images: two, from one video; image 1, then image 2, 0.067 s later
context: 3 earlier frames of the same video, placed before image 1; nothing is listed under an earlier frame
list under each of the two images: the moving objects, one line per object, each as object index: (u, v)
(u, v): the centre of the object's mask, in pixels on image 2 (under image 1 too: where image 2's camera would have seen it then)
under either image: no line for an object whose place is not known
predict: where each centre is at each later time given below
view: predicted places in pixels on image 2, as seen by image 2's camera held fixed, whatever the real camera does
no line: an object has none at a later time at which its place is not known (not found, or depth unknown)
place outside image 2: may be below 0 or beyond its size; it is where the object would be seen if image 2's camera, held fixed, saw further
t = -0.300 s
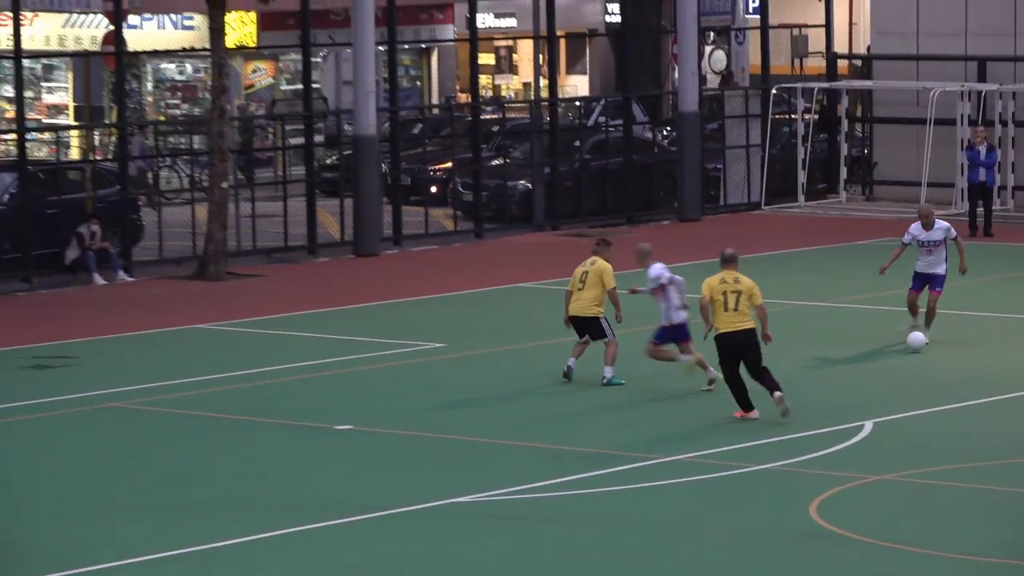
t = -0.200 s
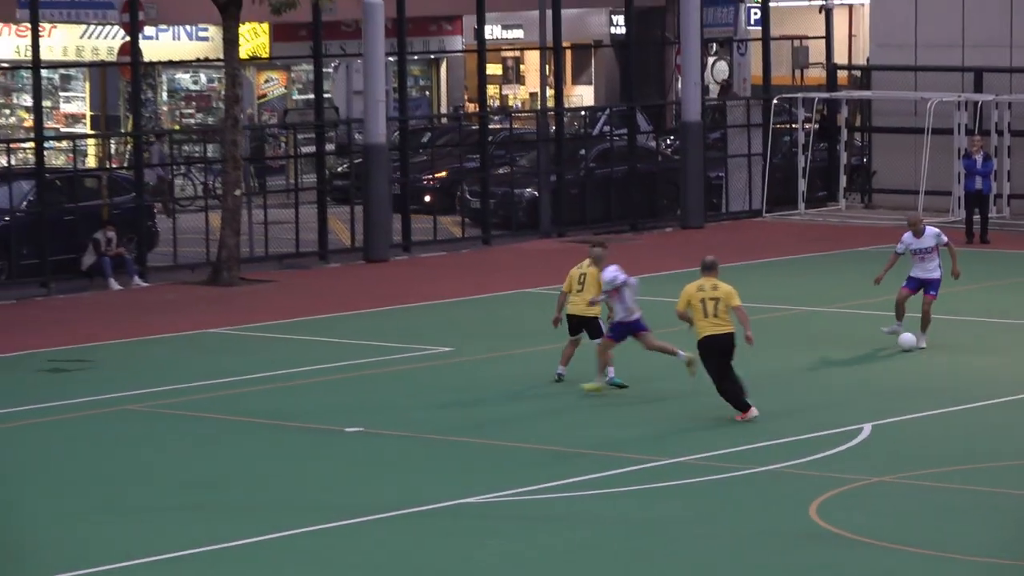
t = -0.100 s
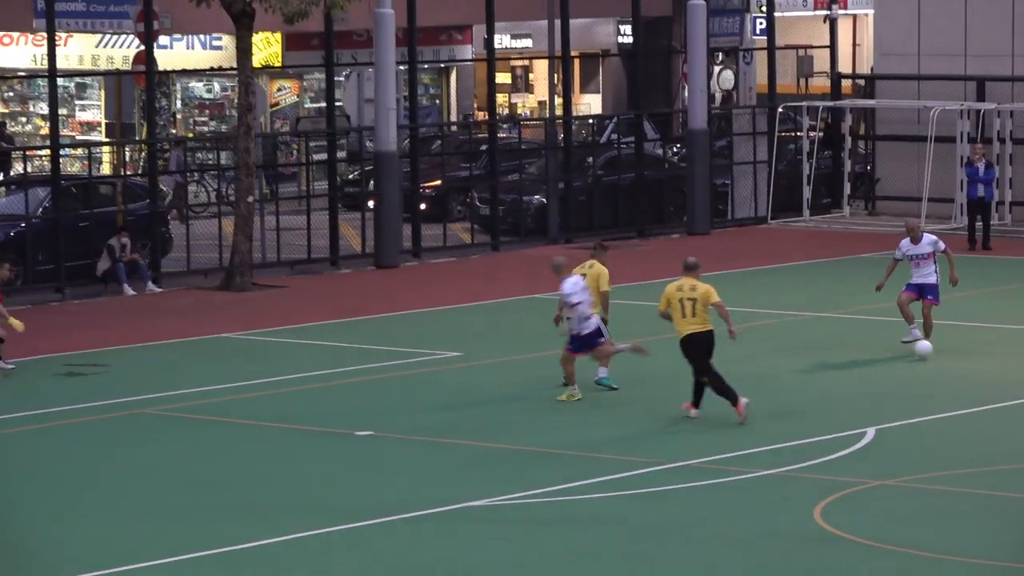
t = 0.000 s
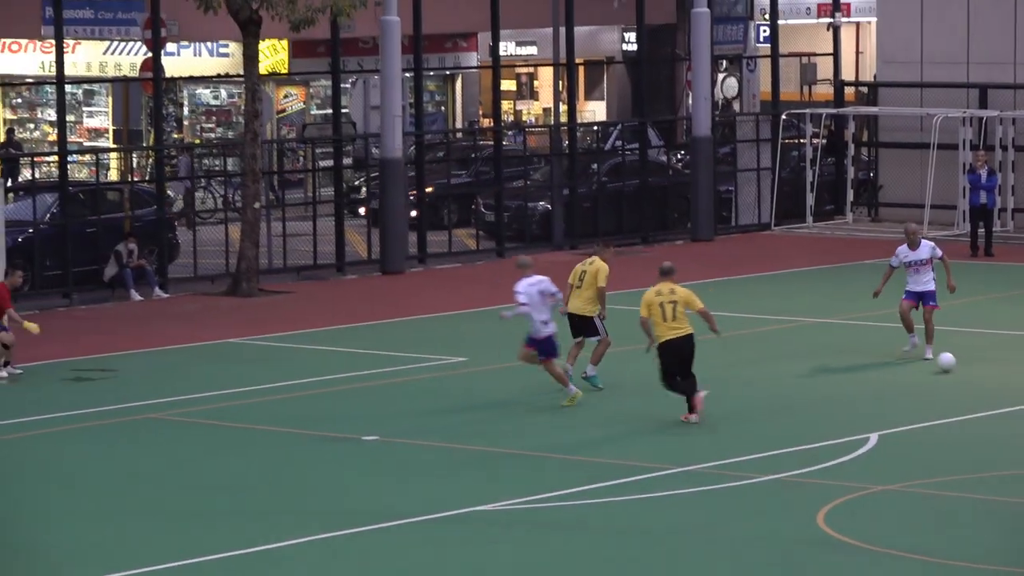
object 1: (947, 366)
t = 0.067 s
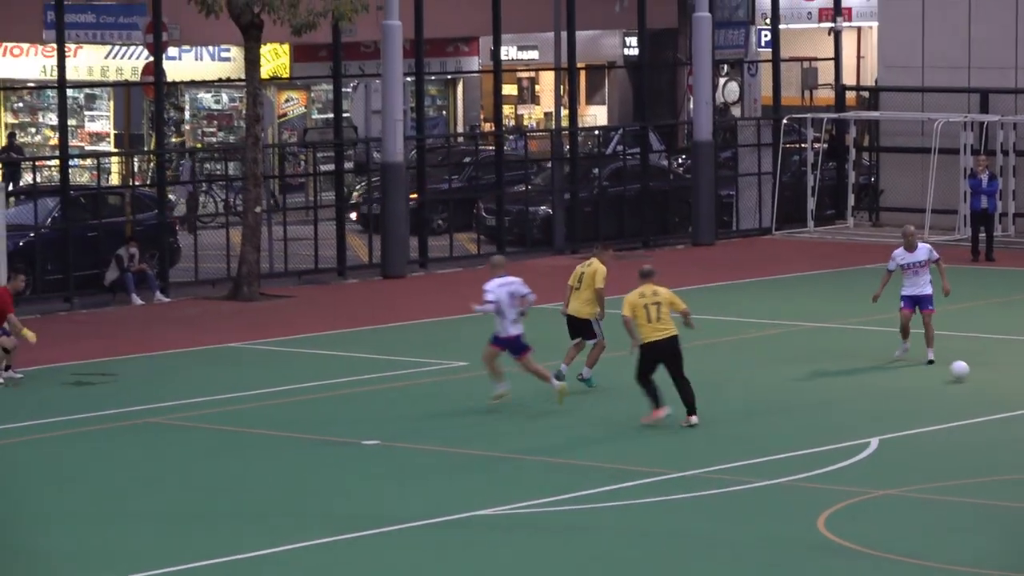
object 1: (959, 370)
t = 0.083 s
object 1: (962, 370)
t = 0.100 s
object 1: (965, 371)
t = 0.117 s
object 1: (969, 372)
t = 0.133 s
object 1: (972, 374)
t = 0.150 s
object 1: (975, 376)
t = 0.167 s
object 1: (978, 378)
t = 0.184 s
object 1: (981, 379)
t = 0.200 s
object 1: (984, 380)
